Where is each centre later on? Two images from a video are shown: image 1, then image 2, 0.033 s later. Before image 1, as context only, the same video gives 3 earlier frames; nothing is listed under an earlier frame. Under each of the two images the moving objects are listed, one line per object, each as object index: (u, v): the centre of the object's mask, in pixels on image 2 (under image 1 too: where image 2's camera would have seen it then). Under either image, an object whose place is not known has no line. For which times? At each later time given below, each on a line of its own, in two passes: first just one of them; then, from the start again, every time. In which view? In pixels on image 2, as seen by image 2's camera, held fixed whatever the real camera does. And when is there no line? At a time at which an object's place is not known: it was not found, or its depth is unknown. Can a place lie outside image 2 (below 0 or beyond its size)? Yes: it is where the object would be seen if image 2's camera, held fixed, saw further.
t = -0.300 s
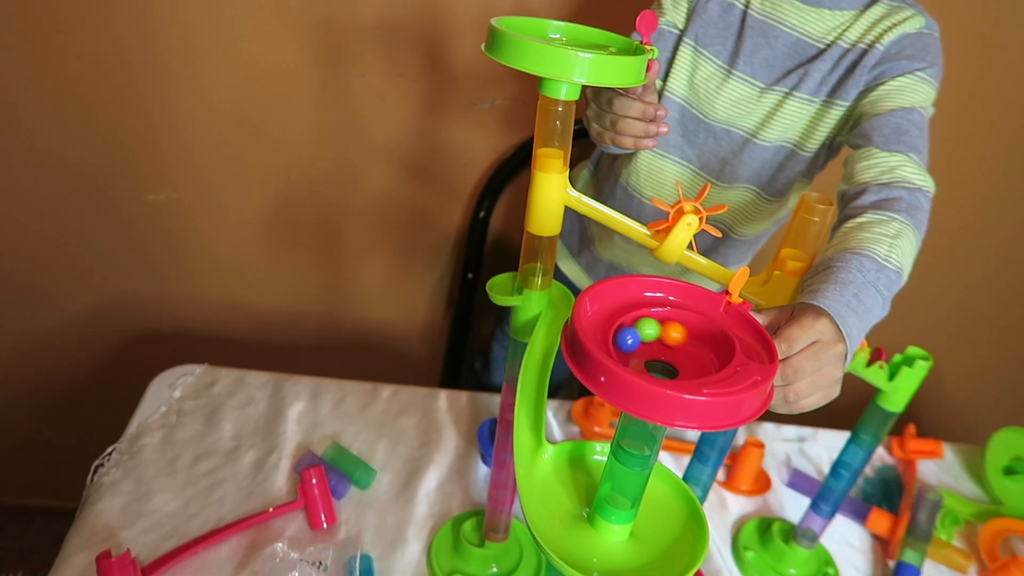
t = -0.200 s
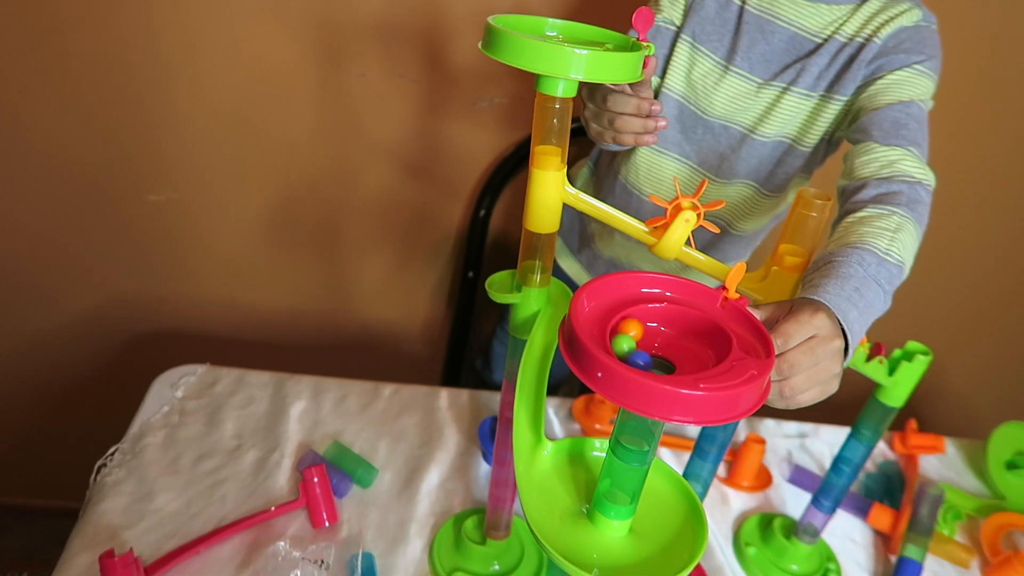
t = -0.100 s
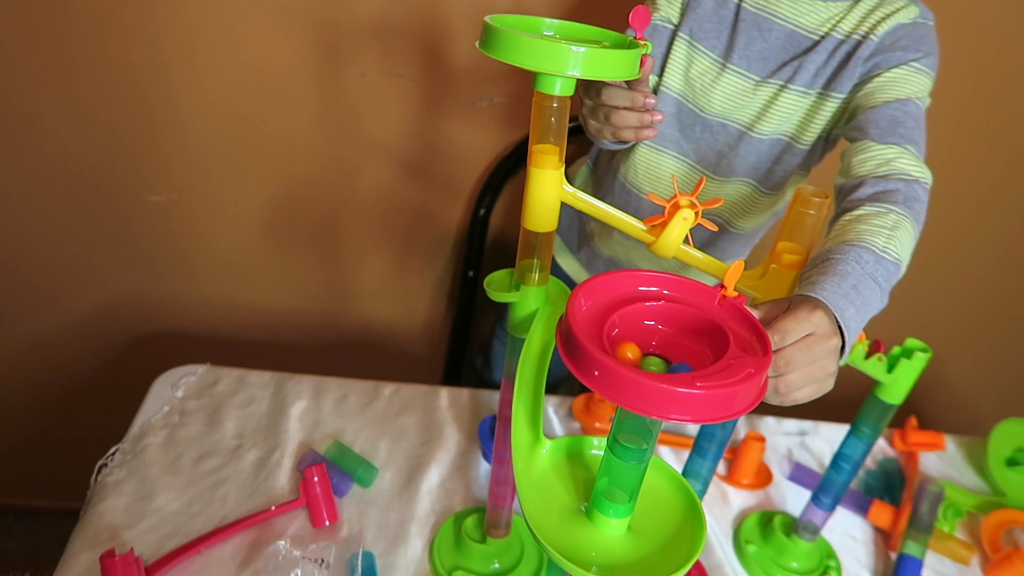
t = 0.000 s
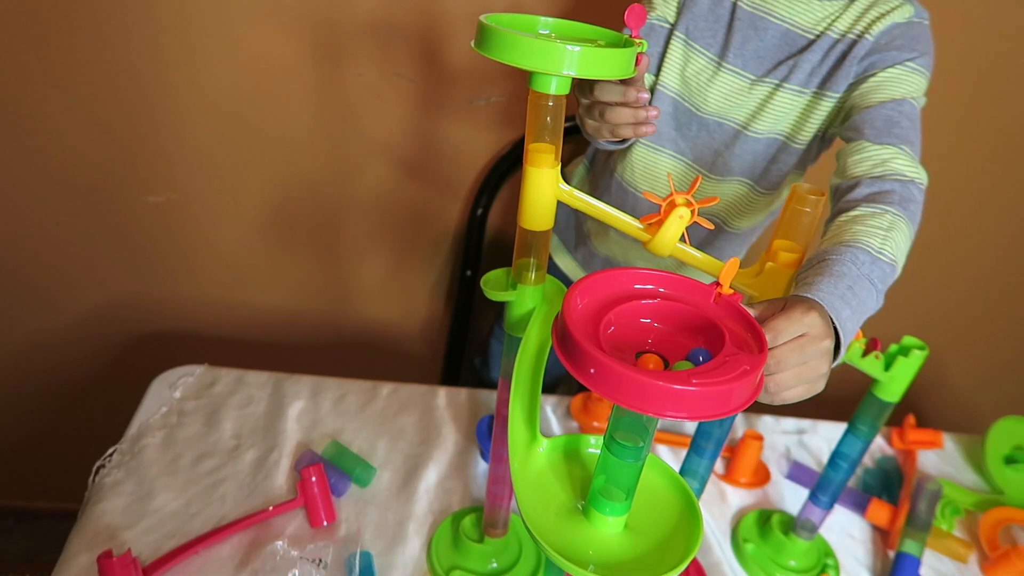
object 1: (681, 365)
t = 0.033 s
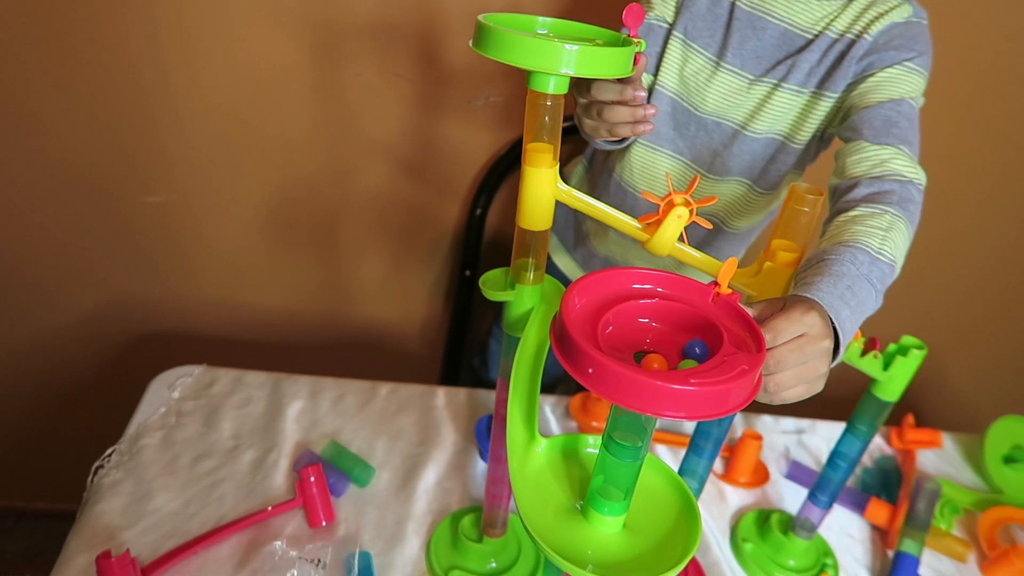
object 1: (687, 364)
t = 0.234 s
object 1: (682, 350)
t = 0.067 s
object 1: (691, 363)
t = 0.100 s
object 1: (693, 361)
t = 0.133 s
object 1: (693, 359)
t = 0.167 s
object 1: (692, 357)
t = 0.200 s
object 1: (689, 354)
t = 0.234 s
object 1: (682, 350)
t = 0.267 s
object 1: (673, 346)
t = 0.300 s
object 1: (662, 342)
